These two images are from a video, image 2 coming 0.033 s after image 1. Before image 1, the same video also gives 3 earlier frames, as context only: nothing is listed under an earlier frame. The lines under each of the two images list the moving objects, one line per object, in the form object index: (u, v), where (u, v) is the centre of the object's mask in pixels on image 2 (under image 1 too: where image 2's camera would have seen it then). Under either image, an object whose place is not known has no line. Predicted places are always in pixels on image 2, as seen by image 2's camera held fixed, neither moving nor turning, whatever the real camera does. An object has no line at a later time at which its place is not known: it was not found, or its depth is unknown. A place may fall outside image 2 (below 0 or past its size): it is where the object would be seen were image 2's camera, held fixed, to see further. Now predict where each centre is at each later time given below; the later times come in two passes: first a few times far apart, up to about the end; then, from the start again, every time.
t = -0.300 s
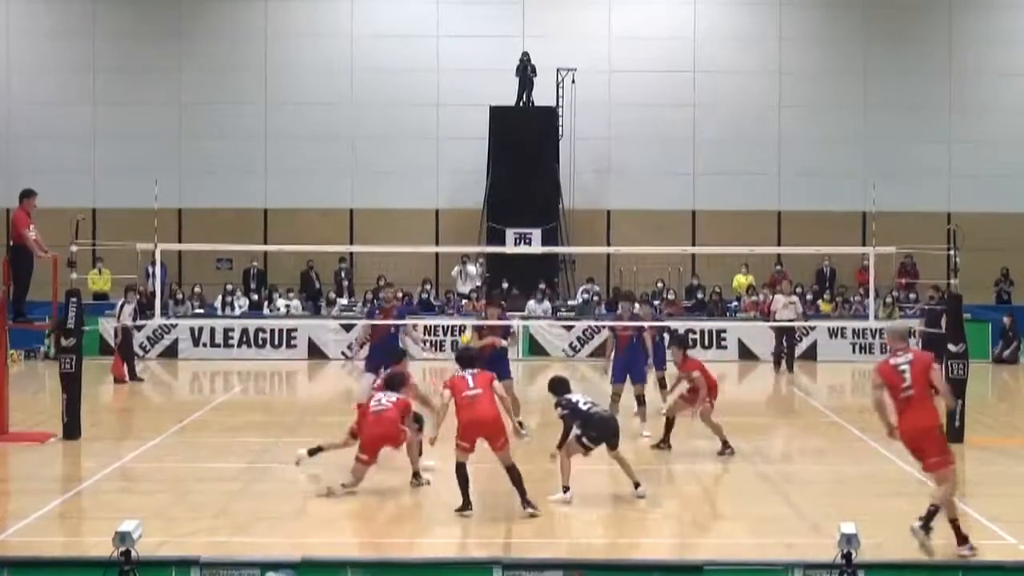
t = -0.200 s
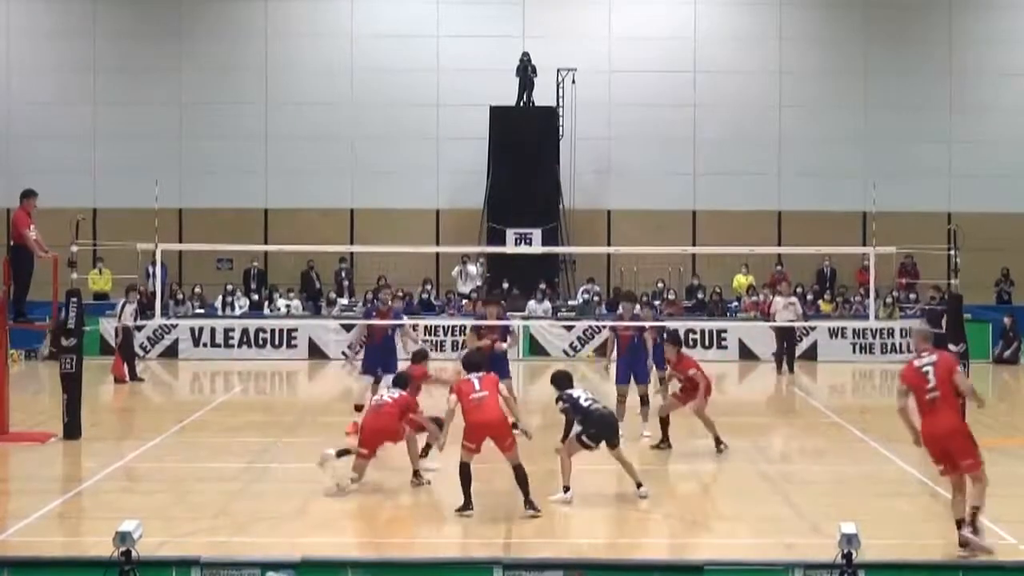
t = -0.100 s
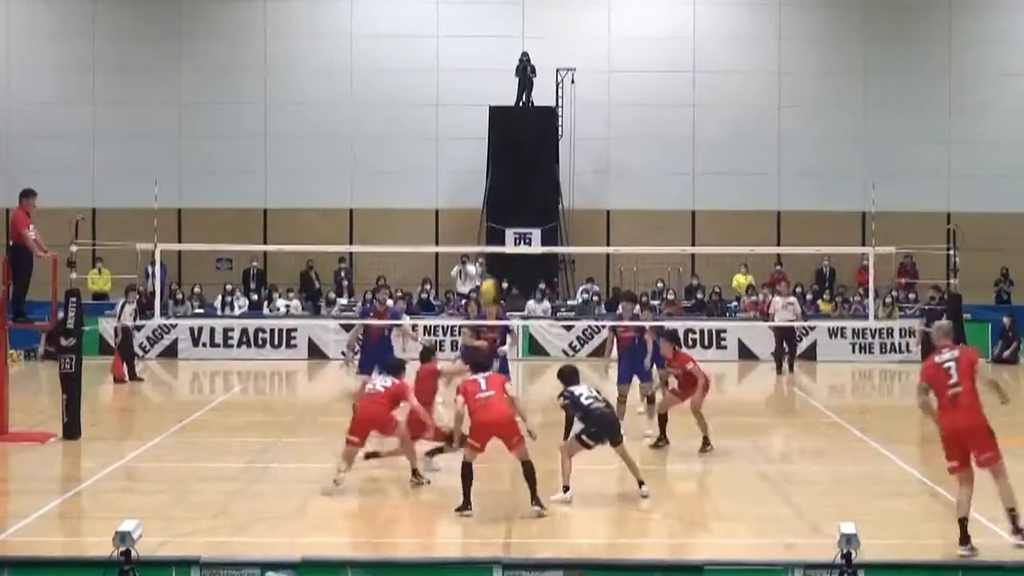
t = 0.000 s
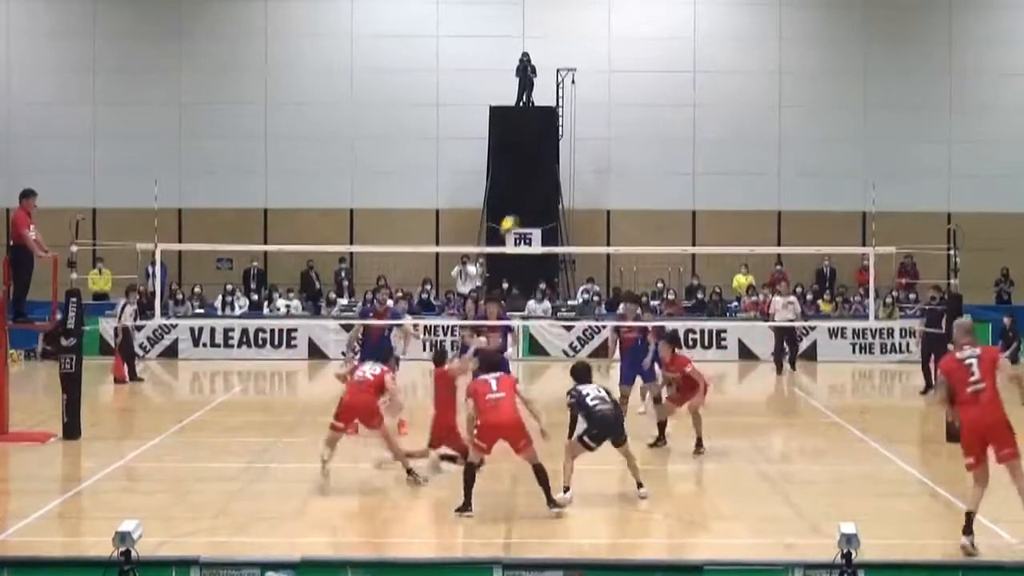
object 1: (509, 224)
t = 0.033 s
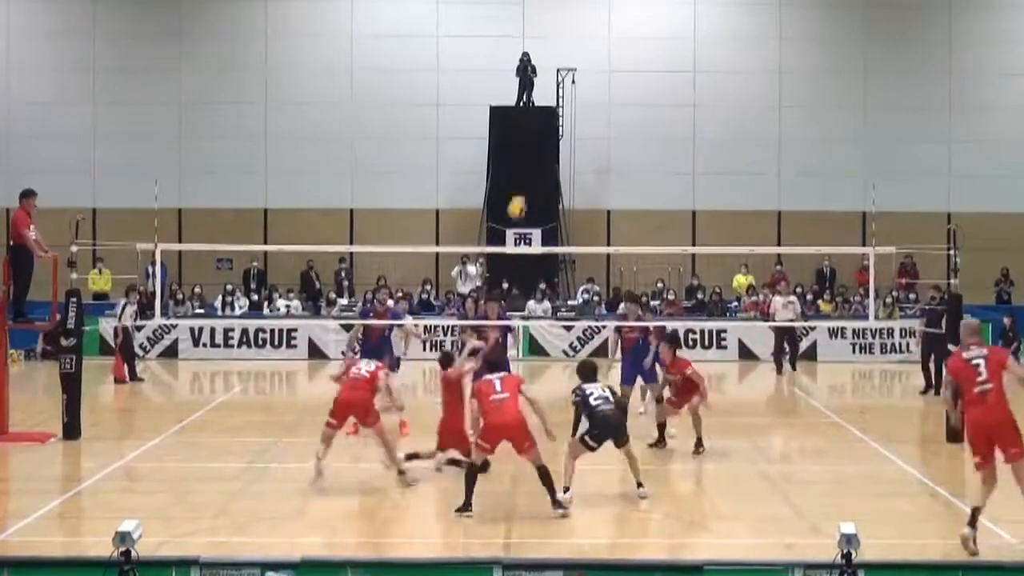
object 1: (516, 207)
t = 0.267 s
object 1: (564, 102)
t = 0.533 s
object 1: (617, 36)
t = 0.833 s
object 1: (676, 38)
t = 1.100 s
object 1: (729, 103)
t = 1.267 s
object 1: (760, 174)
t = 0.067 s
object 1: (524, 190)
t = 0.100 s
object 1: (531, 173)
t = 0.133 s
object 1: (538, 156)
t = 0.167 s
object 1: (545, 141)
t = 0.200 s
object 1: (551, 126)
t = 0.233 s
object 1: (557, 113)
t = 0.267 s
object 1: (564, 102)
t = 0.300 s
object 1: (571, 90)
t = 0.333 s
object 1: (578, 78)
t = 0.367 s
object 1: (585, 71)
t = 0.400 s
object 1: (592, 60)
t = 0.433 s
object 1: (598, 53)
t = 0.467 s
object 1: (605, 48)
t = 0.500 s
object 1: (611, 41)
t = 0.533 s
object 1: (617, 36)
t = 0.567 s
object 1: (624, 33)
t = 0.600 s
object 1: (630, 31)
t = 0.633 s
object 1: (638, 28)
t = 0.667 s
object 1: (644, 28)
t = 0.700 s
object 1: (650, 27)
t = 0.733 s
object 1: (657, 29)
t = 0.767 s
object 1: (664, 32)
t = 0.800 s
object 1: (670, 34)
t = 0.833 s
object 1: (676, 38)
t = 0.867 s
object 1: (683, 41)
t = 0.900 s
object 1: (690, 48)
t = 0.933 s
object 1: (696, 55)
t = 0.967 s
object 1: (702, 63)
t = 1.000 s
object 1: (708, 72)
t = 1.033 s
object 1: (714, 79)
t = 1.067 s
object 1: (722, 91)
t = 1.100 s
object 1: (729, 103)
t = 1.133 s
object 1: (735, 116)
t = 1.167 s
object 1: (742, 130)
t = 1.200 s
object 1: (746, 142)
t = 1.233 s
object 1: (752, 158)
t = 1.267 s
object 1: (760, 174)
